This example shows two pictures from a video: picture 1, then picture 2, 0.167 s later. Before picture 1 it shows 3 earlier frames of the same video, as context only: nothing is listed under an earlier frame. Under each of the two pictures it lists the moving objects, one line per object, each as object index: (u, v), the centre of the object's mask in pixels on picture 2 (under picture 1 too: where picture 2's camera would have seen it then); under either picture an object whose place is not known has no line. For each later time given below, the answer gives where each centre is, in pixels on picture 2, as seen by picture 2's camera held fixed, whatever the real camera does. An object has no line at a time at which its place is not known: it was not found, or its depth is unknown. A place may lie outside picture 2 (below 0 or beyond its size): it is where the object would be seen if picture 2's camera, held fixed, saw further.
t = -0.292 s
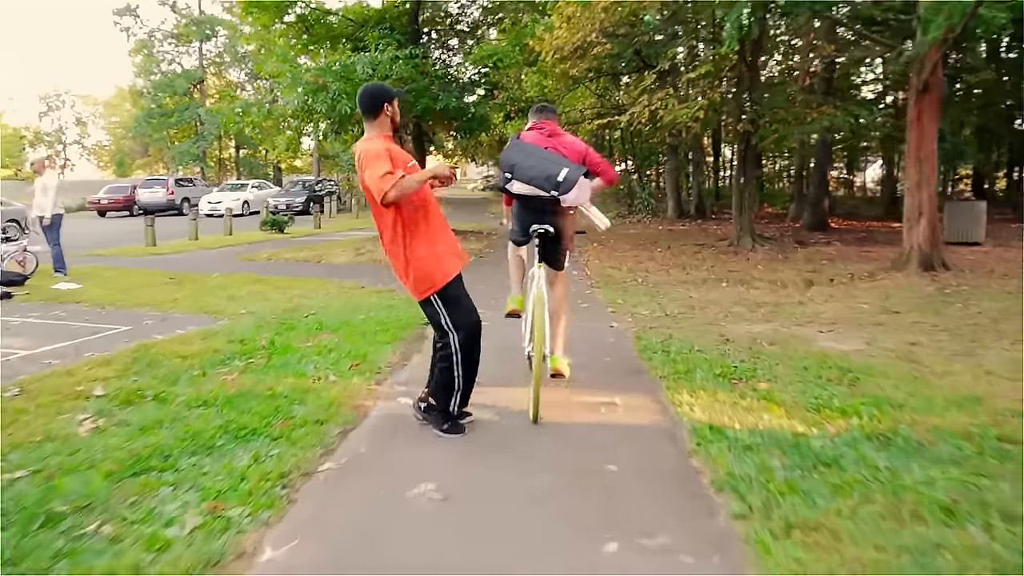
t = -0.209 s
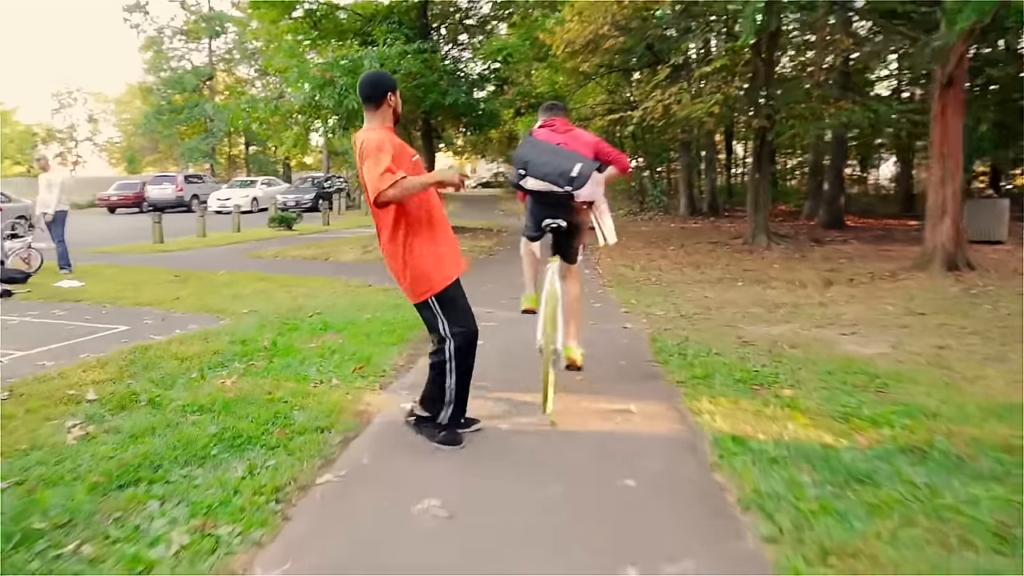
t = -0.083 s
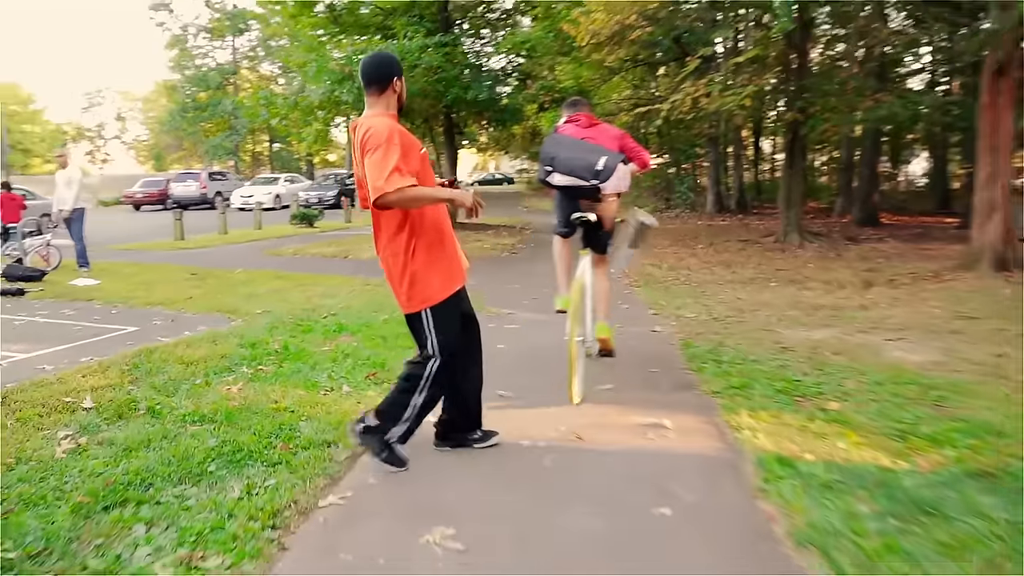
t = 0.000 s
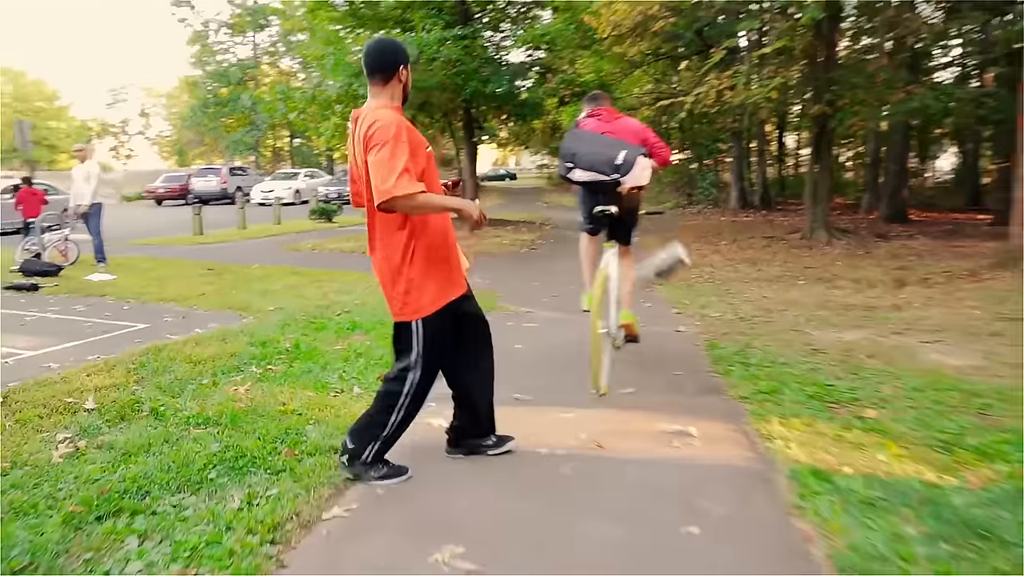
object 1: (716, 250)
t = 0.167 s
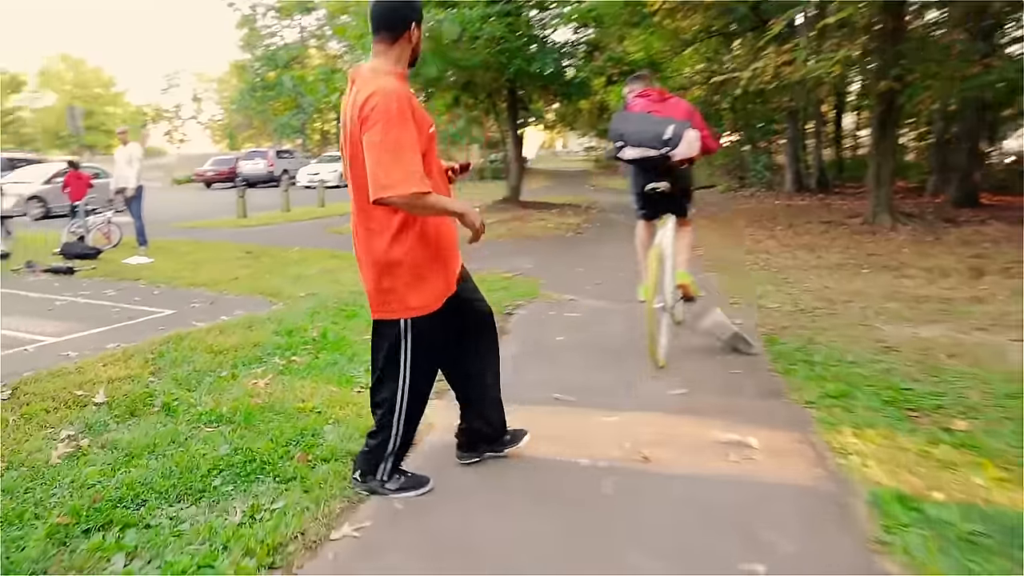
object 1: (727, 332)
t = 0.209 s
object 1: (721, 334)
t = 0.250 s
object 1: (715, 334)
